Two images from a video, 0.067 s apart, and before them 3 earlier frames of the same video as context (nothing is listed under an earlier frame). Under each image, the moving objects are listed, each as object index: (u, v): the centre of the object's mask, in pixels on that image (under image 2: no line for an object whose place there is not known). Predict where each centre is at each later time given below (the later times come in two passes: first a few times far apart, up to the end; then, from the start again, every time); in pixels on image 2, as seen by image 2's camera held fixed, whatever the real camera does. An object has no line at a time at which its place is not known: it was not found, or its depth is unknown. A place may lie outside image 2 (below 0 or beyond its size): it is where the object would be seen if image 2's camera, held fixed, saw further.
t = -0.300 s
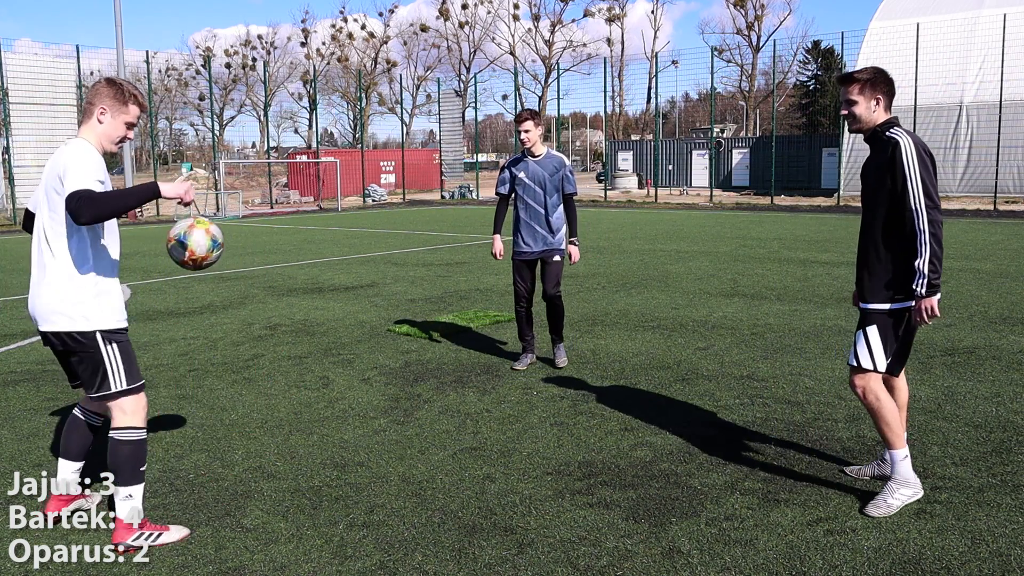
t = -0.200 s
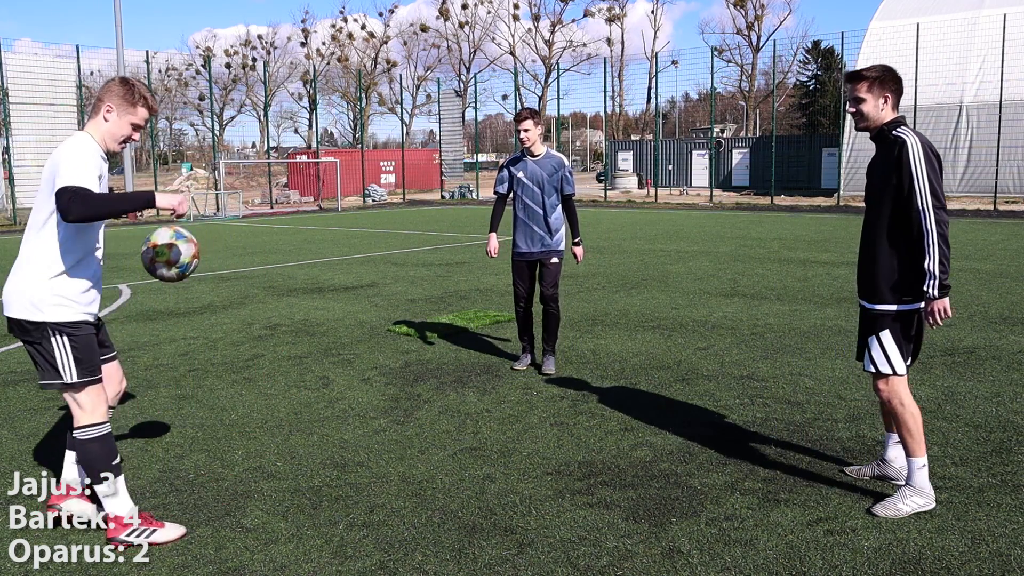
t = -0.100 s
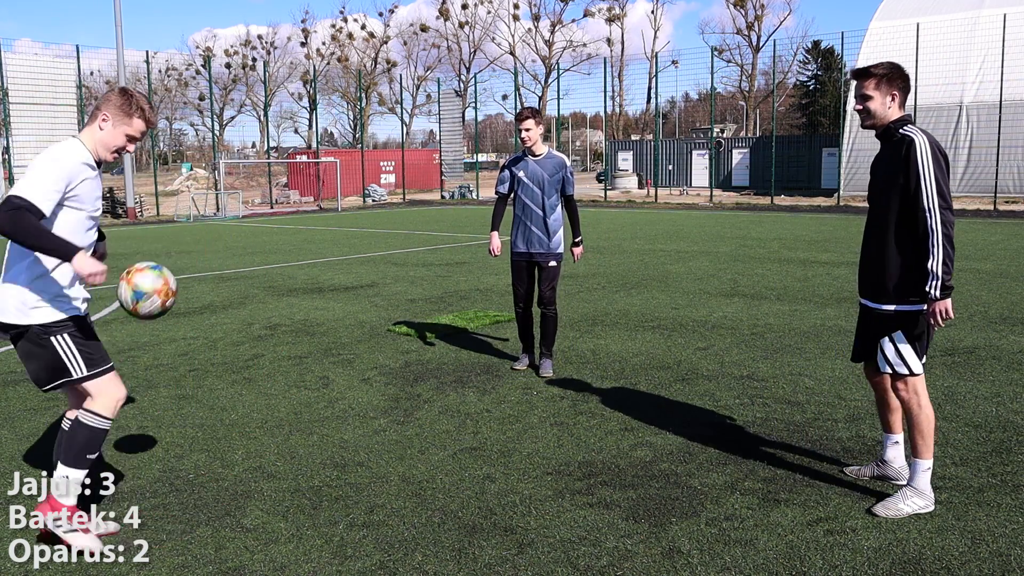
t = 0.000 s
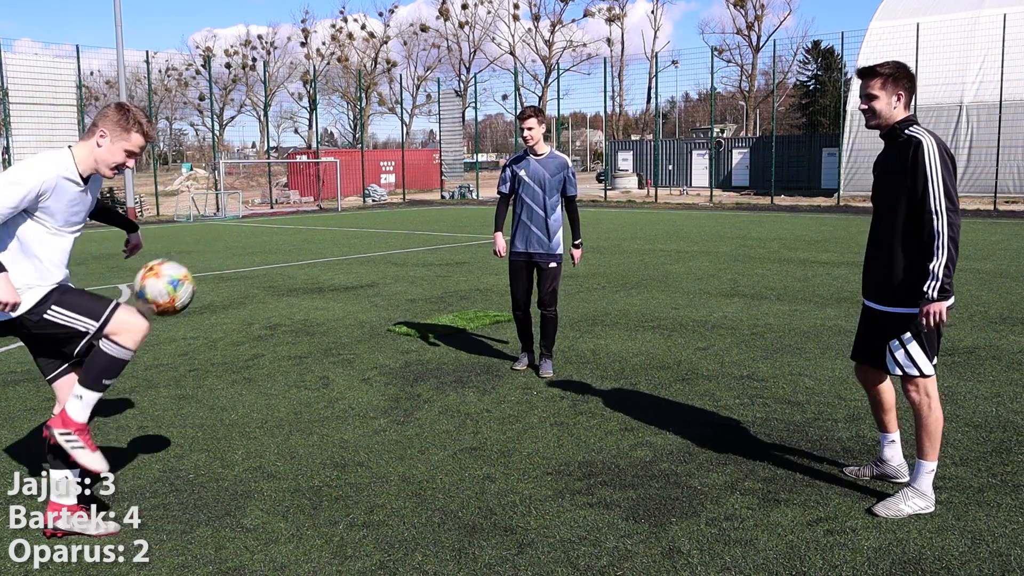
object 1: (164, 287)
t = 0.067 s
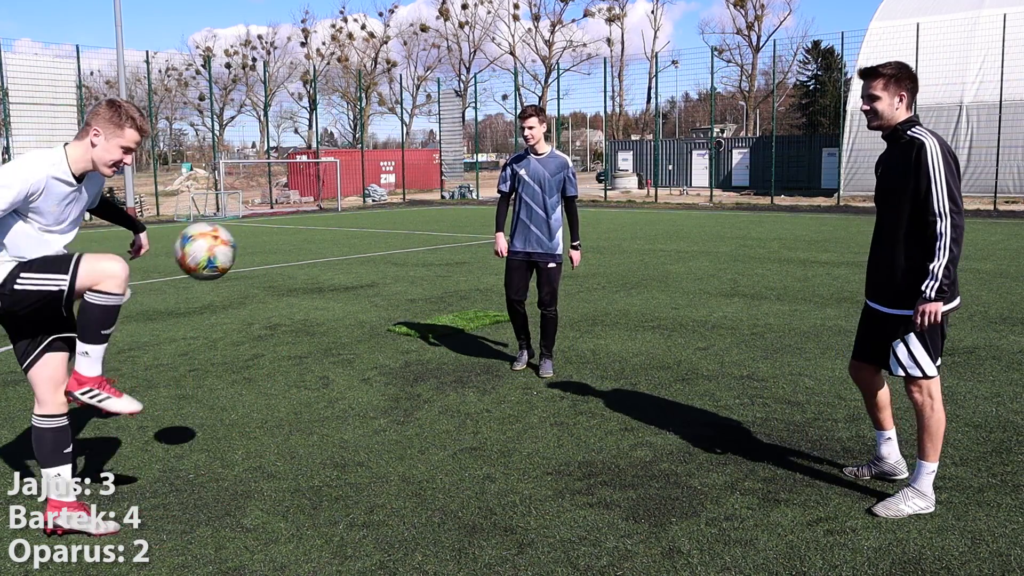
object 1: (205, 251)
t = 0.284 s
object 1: (349, 209)
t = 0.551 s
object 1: (531, 324)
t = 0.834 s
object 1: (696, 421)
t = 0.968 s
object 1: (765, 351)
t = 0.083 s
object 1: (215, 243)
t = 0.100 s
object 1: (226, 237)
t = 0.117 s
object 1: (237, 231)
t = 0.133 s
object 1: (248, 226)
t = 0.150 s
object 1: (259, 221)
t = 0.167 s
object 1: (270, 217)
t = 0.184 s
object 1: (281, 213)
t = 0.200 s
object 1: (292, 211)
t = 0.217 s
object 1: (303, 209)
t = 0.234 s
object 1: (314, 208)
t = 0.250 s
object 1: (326, 207)
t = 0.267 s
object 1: (337, 208)
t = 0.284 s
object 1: (349, 209)
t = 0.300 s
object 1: (361, 211)
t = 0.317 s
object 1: (372, 213)
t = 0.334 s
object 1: (383, 217)
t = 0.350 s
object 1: (395, 221)
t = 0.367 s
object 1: (406, 225)
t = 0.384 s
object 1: (417, 231)
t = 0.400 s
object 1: (429, 237)
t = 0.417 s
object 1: (440, 244)
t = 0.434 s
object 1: (452, 252)
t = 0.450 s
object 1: (463, 261)
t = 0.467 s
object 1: (475, 269)
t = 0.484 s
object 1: (486, 280)
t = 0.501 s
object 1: (497, 290)
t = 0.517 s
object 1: (508, 301)
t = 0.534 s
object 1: (519, 312)
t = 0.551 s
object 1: (531, 324)
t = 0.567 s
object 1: (542, 337)
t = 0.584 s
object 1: (552, 352)
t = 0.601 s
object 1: (563, 366)
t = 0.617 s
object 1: (574, 380)
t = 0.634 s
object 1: (583, 396)
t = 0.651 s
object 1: (594, 411)
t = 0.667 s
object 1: (605, 428)
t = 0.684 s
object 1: (614, 444)
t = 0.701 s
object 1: (624, 462)
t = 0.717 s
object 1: (634, 480)
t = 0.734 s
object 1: (643, 497)
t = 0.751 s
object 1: (653, 485)
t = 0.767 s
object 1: (661, 471)
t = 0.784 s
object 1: (670, 458)
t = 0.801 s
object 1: (678, 445)
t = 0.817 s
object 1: (687, 433)
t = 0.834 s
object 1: (696, 421)
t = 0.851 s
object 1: (705, 410)
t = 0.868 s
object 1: (713, 401)
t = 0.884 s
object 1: (722, 391)
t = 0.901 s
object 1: (731, 381)
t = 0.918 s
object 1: (739, 373)
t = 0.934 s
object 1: (748, 365)
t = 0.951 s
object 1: (757, 357)
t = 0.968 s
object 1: (765, 351)
